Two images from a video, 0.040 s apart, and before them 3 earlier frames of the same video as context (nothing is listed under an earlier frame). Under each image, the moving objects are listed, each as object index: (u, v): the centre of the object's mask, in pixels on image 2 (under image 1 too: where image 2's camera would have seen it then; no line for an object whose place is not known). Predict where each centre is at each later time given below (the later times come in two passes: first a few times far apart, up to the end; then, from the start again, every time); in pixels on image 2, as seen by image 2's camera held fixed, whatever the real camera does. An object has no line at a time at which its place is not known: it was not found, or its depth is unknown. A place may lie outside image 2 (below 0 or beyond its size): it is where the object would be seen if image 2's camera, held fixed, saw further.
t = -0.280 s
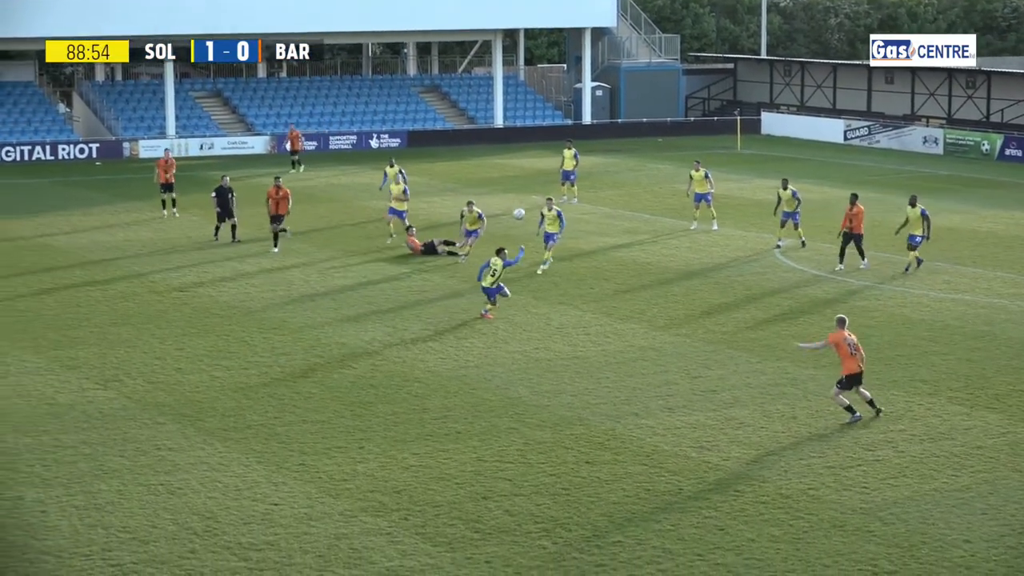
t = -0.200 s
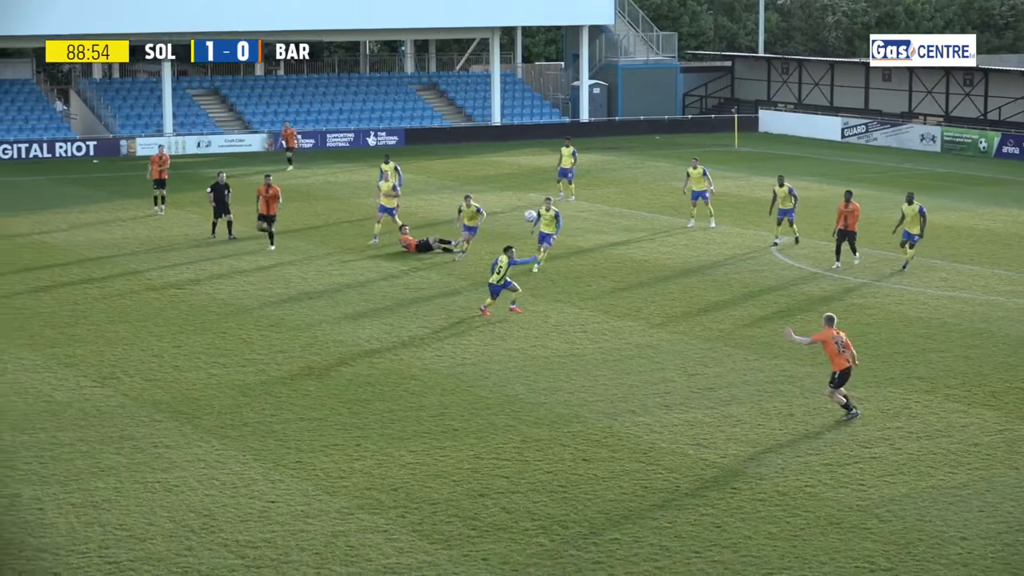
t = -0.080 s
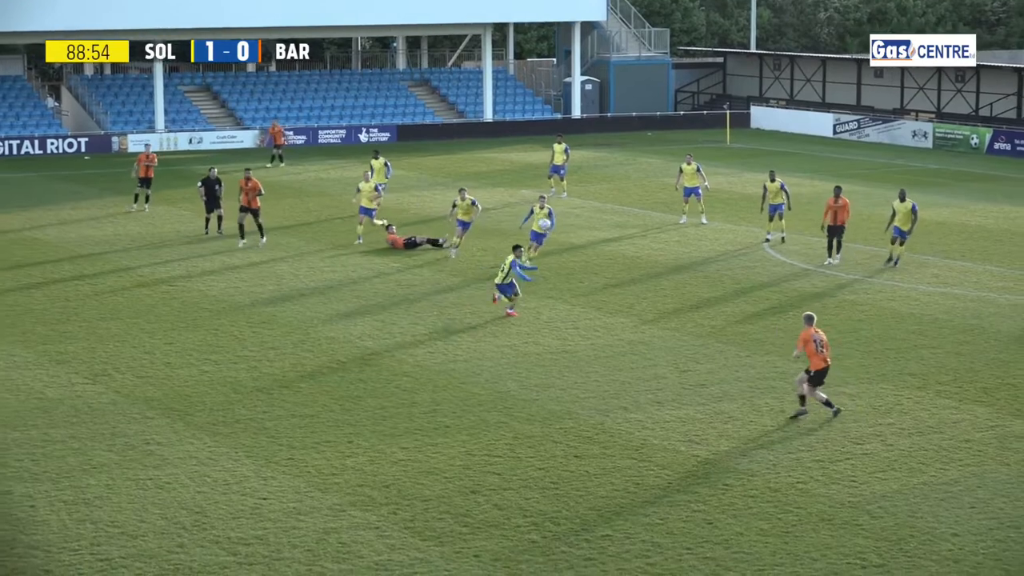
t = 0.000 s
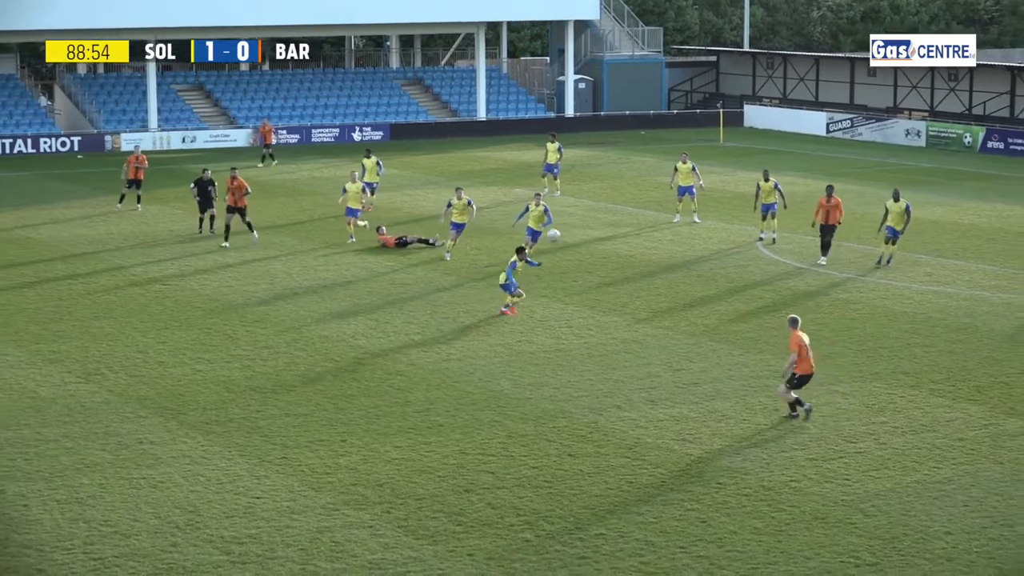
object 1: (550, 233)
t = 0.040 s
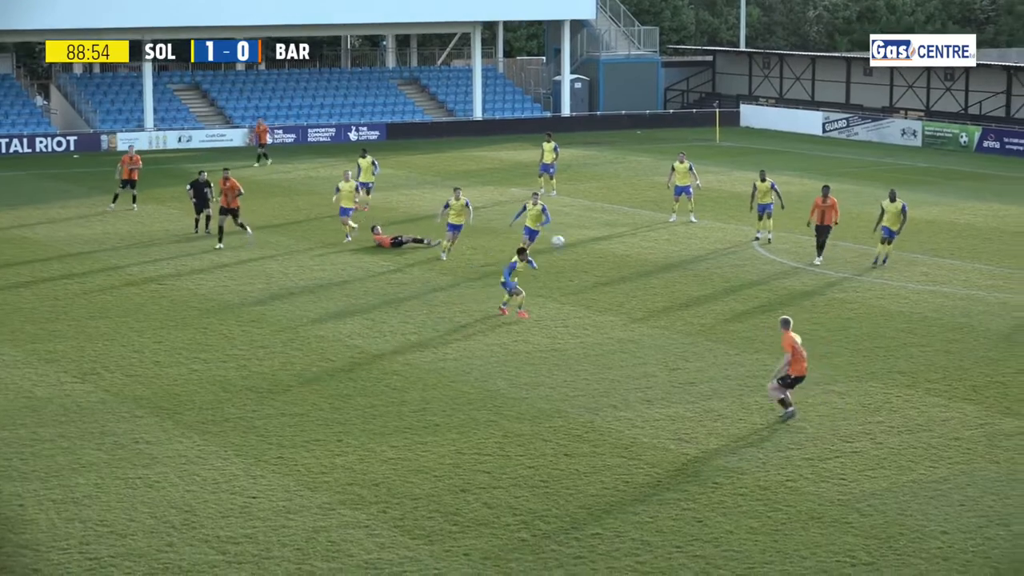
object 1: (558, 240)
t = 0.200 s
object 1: (591, 277)
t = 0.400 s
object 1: (640, 344)
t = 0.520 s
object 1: (674, 398)
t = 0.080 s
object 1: (566, 249)
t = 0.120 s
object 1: (574, 257)
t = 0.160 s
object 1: (582, 267)
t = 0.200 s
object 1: (591, 277)
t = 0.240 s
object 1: (599, 288)
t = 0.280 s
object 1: (609, 300)
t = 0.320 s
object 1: (619, 314)
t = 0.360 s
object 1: (629, 327)
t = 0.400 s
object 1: (640, 344)
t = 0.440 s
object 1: (650, 361)
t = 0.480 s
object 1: (662, 378)
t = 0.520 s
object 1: (674, 398)
